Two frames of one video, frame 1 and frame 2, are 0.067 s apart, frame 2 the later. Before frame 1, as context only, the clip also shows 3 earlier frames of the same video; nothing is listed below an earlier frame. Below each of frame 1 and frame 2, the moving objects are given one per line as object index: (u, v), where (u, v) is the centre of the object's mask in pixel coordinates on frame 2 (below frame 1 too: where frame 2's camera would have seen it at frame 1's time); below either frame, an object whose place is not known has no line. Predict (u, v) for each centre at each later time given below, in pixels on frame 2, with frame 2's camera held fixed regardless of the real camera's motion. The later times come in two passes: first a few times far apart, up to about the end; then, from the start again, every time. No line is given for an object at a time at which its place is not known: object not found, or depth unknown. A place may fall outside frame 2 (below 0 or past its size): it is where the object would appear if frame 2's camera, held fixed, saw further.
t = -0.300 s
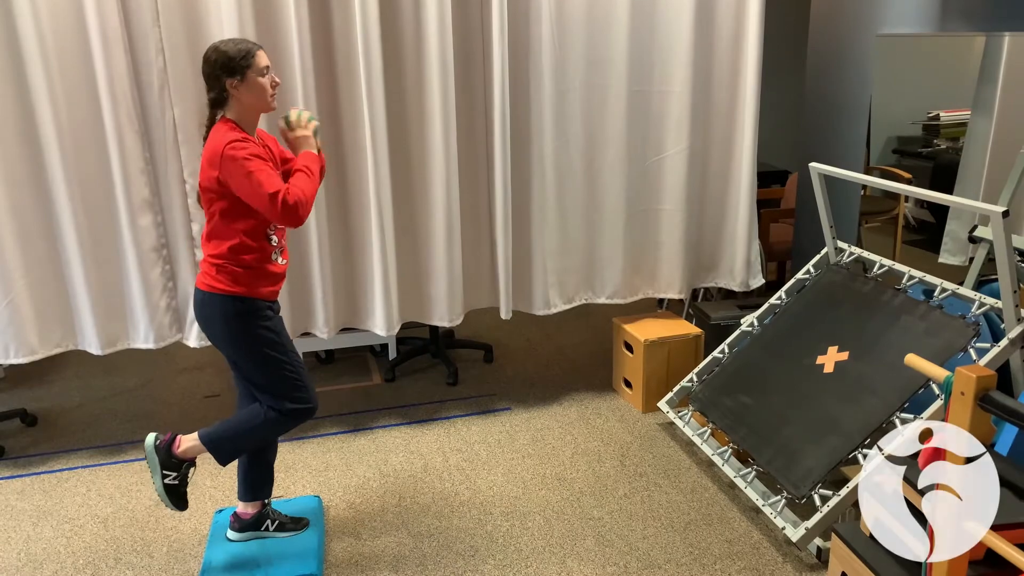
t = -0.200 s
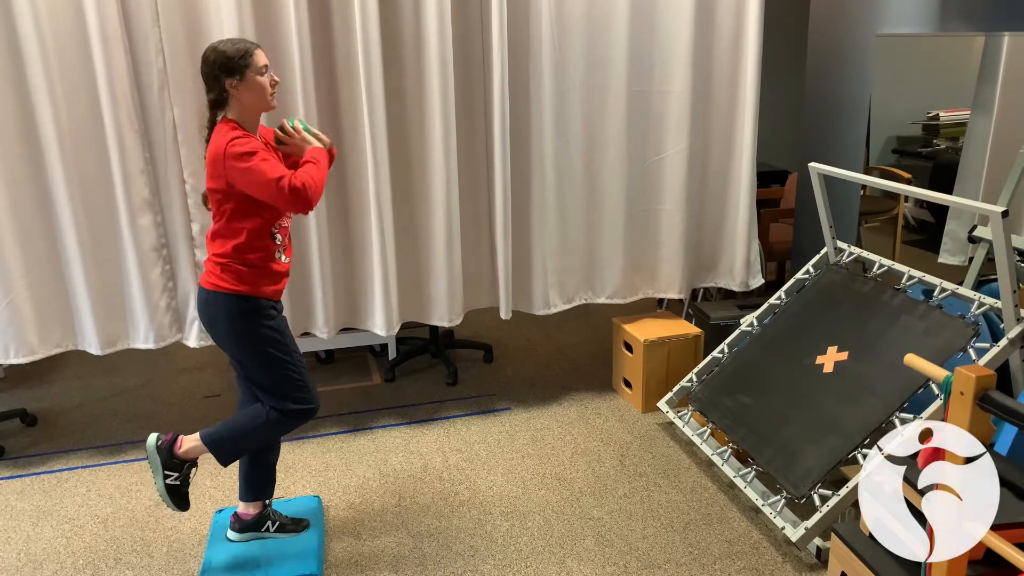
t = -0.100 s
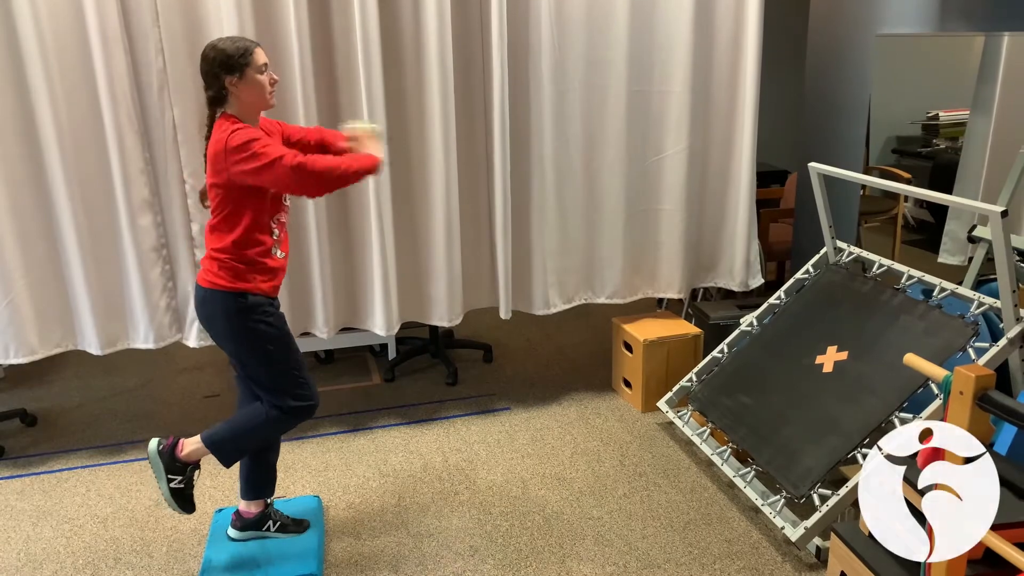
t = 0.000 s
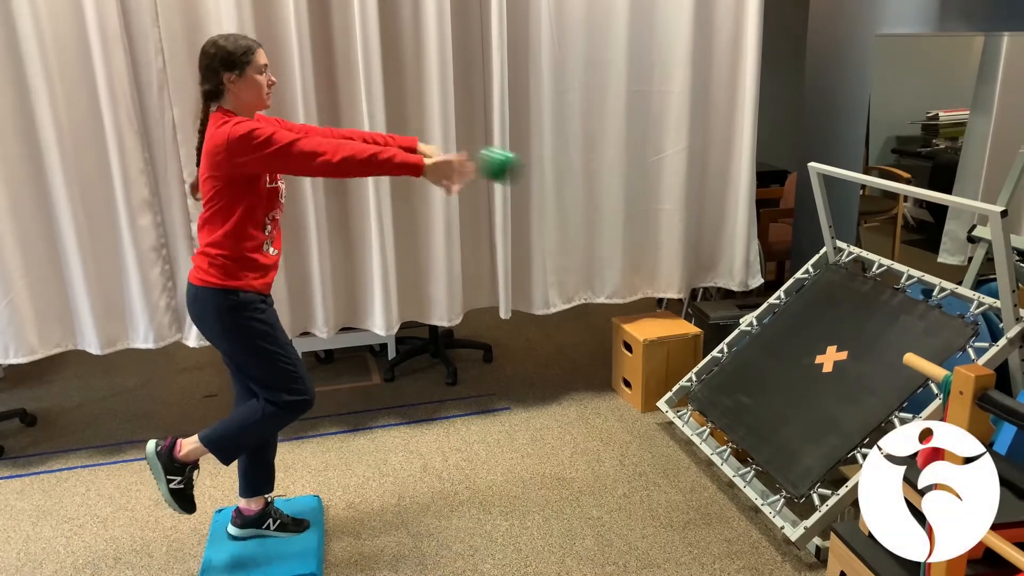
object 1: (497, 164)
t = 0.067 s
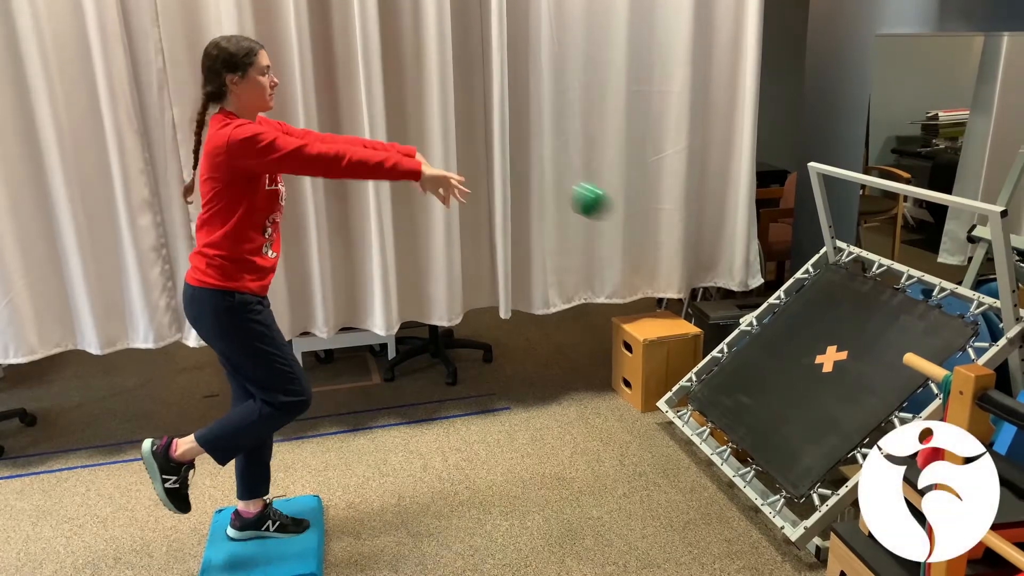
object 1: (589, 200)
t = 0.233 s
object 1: (792, 327)
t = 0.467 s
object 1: (706, 250)
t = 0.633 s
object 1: (561, 202)
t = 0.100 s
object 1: (632, 221)
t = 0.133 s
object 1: (675, 246)
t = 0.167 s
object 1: (716, 270)
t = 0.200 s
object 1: (752, 297)
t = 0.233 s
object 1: (792, 327)
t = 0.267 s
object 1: (828, 361)
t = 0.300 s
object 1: (834, 364)
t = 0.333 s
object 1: (809, 336)
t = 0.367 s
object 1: (785, 311)
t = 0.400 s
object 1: (760, 288)
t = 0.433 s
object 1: (734, 268)
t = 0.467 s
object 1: (706, 250)
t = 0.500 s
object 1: (678, 235)
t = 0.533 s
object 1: (650, 222)
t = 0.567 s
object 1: (621, 213)
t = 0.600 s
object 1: (591, 206)
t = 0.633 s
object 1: (561, 202)
